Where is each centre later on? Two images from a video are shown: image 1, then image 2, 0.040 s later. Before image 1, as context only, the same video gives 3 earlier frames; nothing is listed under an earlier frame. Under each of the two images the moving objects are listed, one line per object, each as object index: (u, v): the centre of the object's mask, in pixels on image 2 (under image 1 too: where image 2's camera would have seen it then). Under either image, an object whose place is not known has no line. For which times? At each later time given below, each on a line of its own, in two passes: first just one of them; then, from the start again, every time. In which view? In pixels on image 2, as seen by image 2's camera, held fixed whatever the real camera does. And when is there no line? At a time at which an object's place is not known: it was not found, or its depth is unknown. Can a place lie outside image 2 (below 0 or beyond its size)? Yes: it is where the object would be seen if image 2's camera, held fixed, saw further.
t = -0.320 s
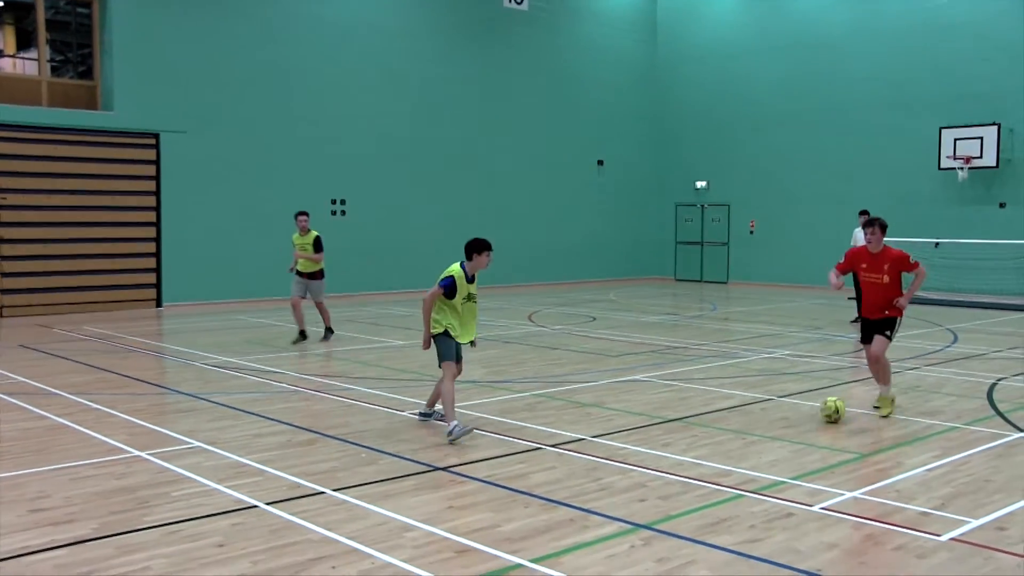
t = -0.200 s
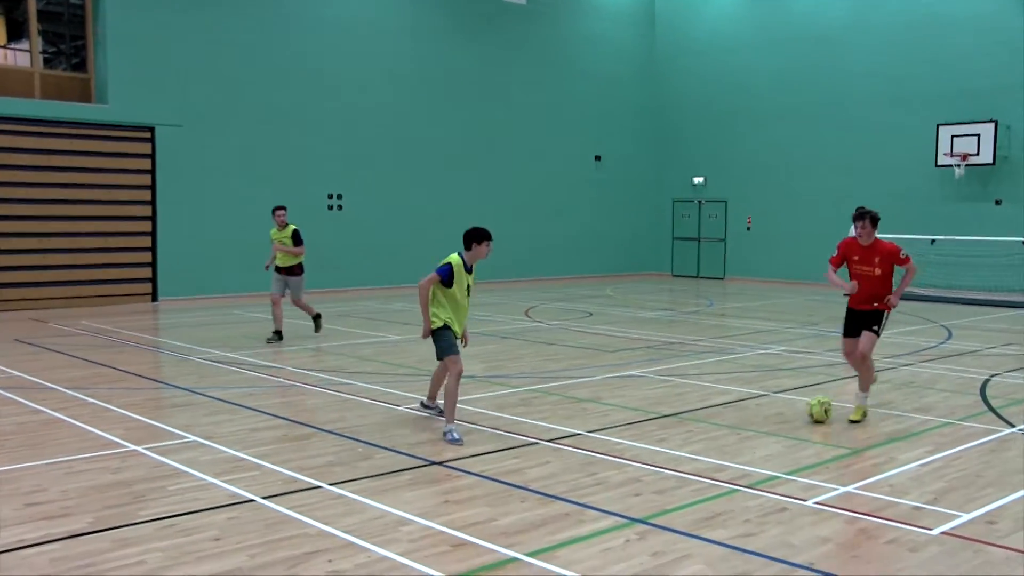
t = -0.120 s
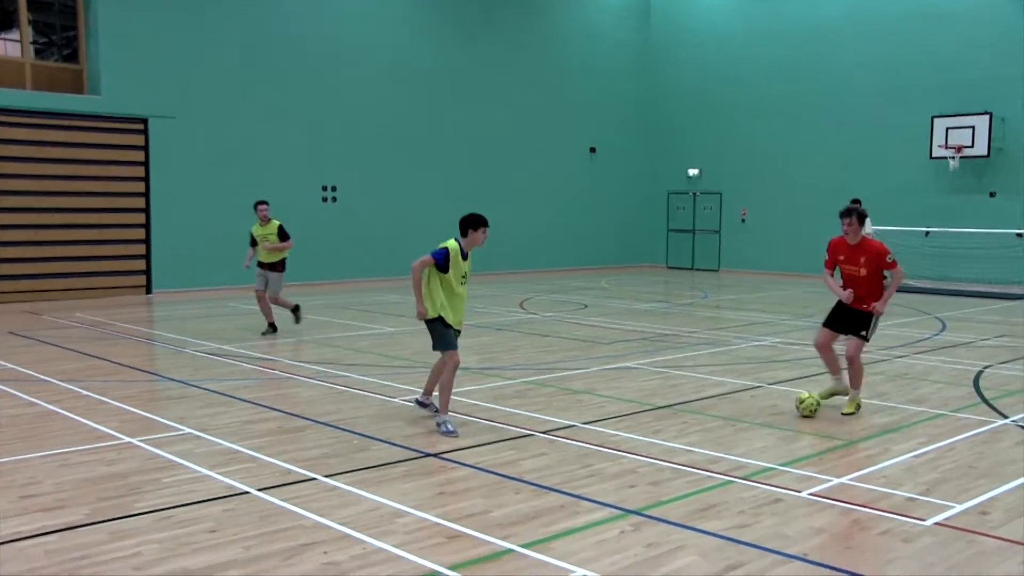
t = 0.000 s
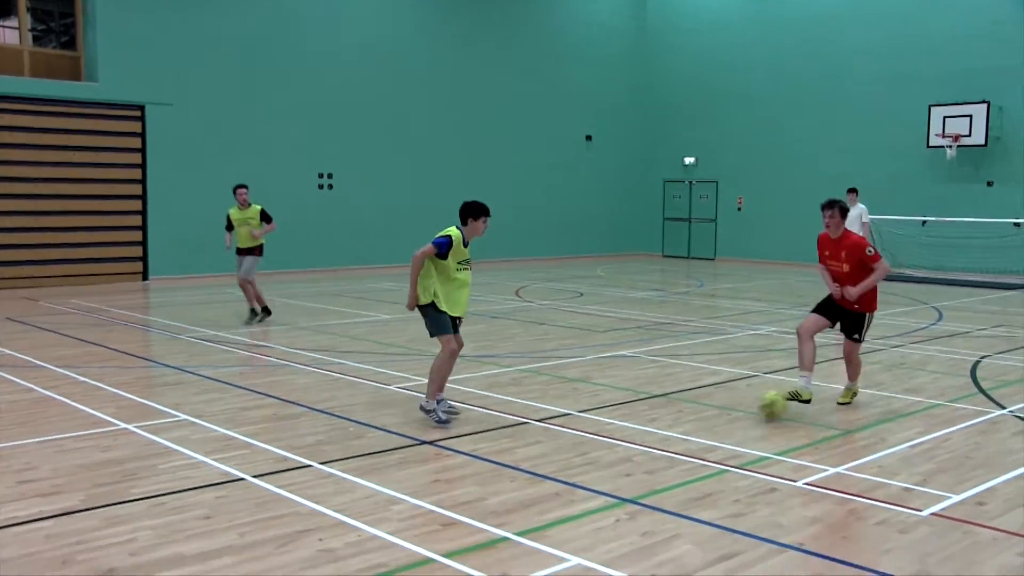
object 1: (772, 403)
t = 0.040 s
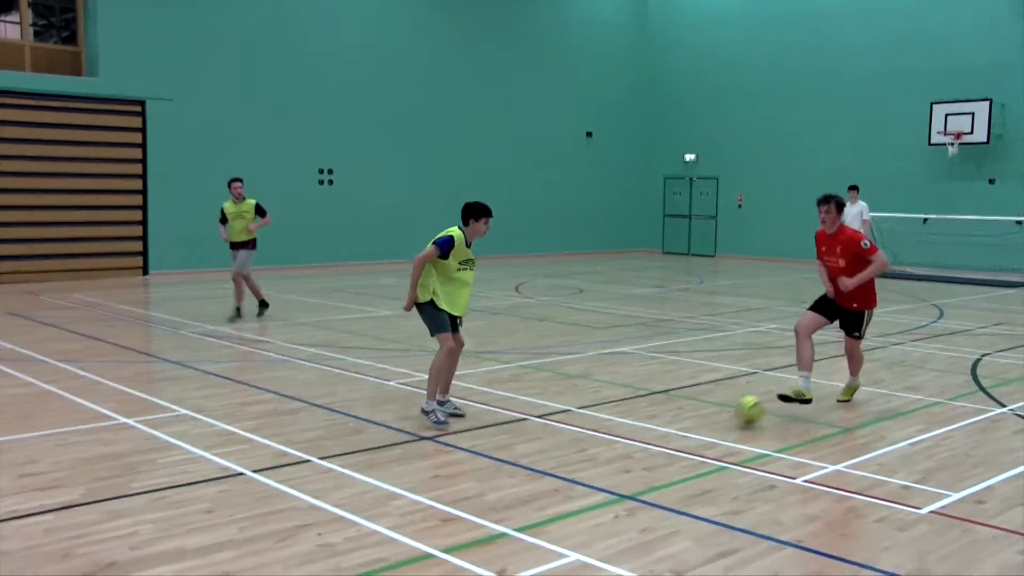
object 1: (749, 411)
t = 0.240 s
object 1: (613, 470)
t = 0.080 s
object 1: (723, 424)
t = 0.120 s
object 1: (700, 433)
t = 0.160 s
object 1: (673, 441)
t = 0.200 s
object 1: (644, 455)
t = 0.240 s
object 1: (613, 470)
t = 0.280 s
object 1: (579, 482)
